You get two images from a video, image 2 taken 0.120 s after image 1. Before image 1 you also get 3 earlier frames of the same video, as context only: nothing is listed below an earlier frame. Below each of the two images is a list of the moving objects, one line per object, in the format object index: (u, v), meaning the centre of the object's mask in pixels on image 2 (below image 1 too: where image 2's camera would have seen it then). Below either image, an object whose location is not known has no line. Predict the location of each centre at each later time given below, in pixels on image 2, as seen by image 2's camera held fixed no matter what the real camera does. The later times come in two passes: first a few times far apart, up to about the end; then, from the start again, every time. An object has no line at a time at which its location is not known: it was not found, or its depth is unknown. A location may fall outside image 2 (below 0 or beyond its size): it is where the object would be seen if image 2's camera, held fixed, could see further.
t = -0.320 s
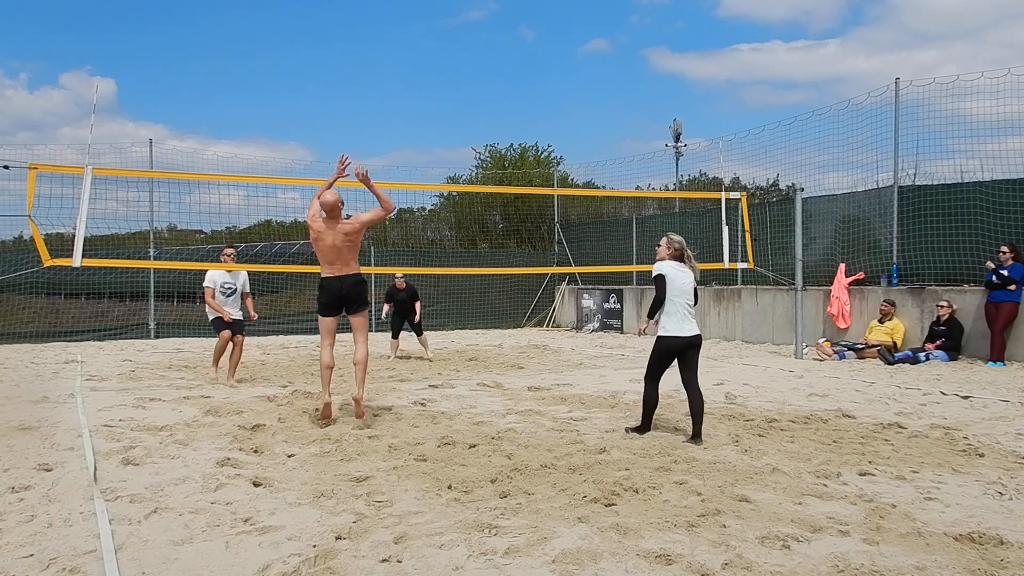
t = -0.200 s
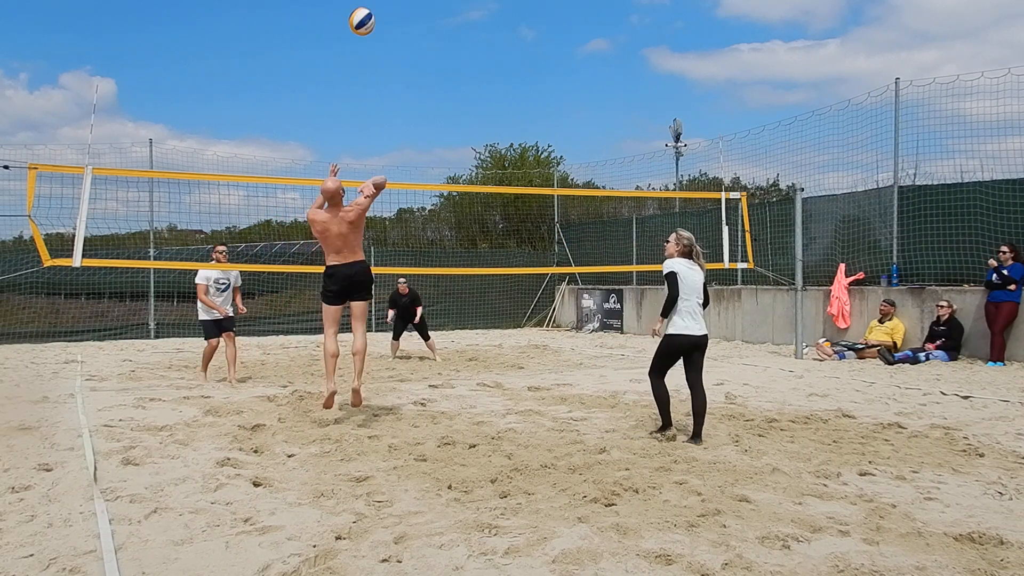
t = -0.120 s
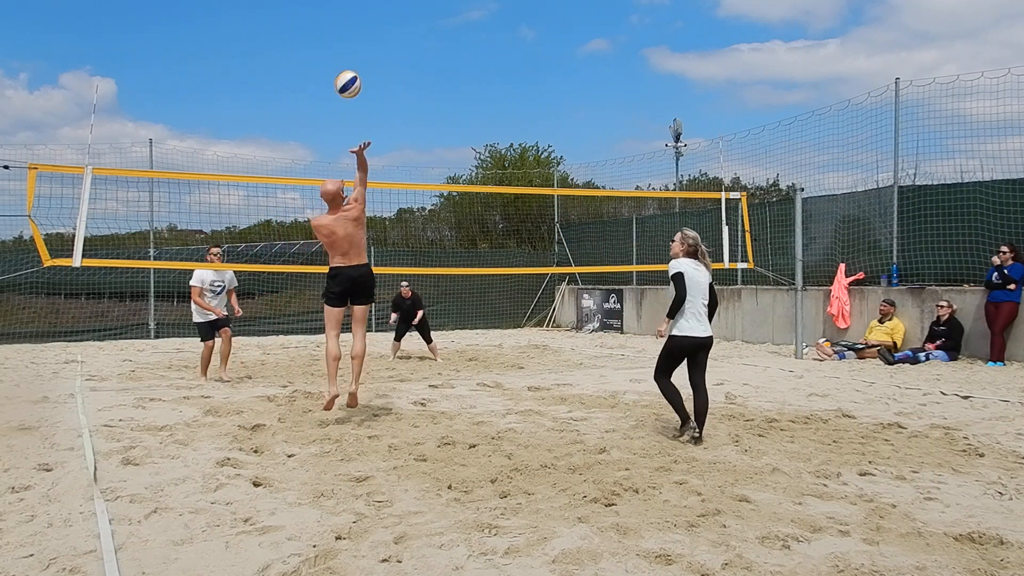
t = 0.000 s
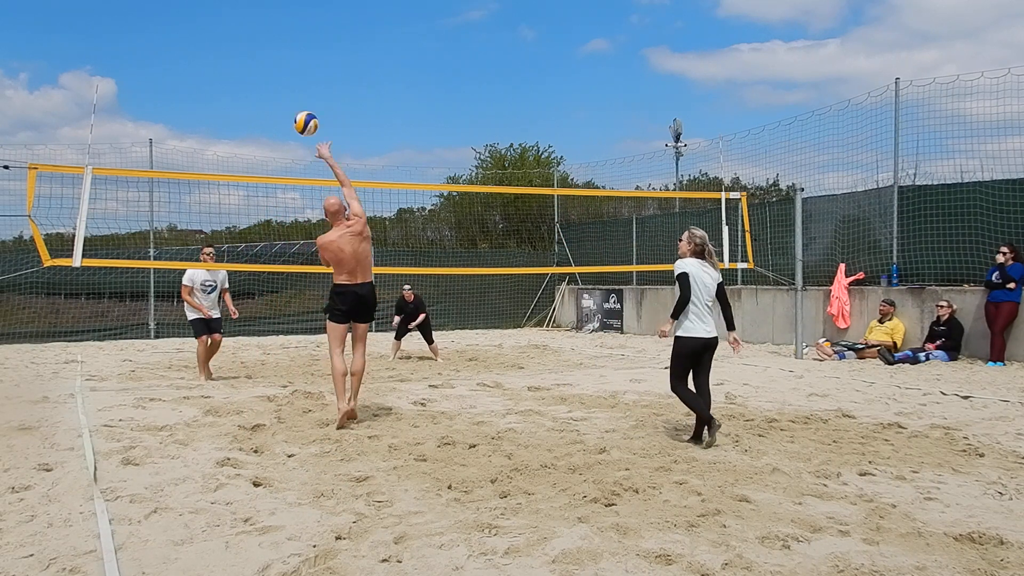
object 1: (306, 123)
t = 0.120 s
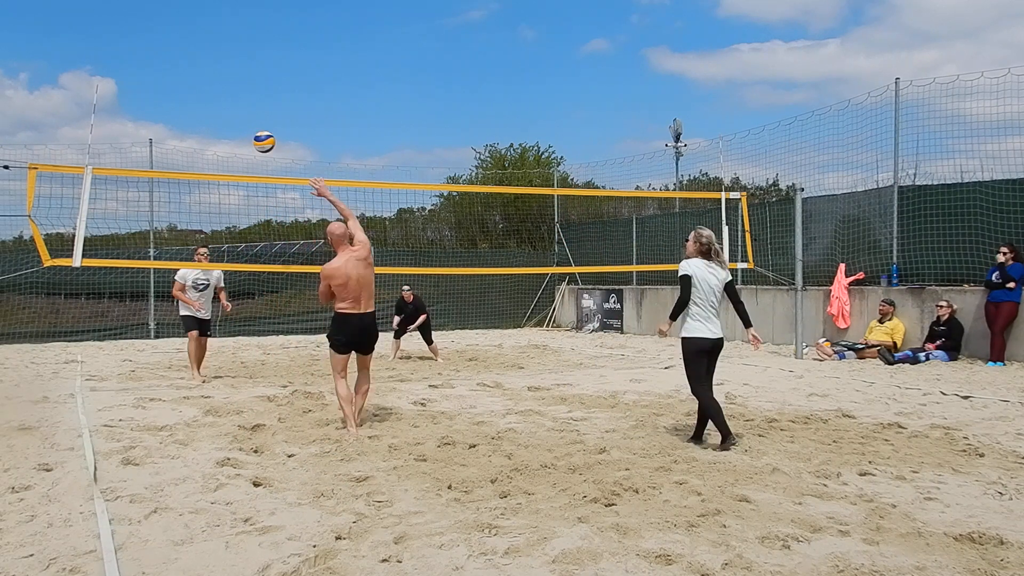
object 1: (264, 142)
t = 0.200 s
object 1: (241, 160)
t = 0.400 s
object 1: (196, 221)
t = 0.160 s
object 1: (252, 151)
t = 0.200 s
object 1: (241, 160)
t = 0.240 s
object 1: (231, 168)
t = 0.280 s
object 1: (221, 186)
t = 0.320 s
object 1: (213, 194)
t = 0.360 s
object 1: (205, 206)
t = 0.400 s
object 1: (196, 221)
